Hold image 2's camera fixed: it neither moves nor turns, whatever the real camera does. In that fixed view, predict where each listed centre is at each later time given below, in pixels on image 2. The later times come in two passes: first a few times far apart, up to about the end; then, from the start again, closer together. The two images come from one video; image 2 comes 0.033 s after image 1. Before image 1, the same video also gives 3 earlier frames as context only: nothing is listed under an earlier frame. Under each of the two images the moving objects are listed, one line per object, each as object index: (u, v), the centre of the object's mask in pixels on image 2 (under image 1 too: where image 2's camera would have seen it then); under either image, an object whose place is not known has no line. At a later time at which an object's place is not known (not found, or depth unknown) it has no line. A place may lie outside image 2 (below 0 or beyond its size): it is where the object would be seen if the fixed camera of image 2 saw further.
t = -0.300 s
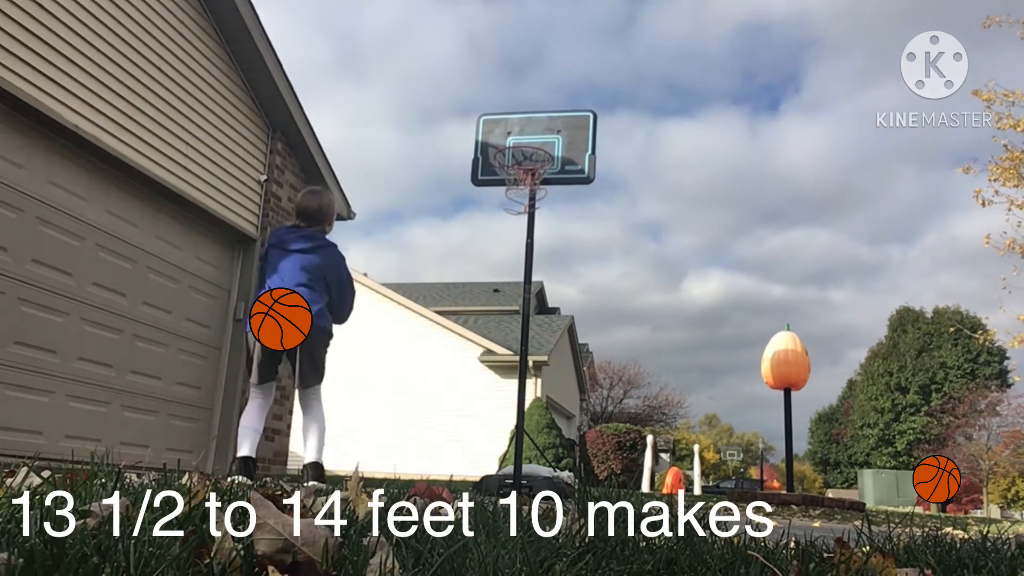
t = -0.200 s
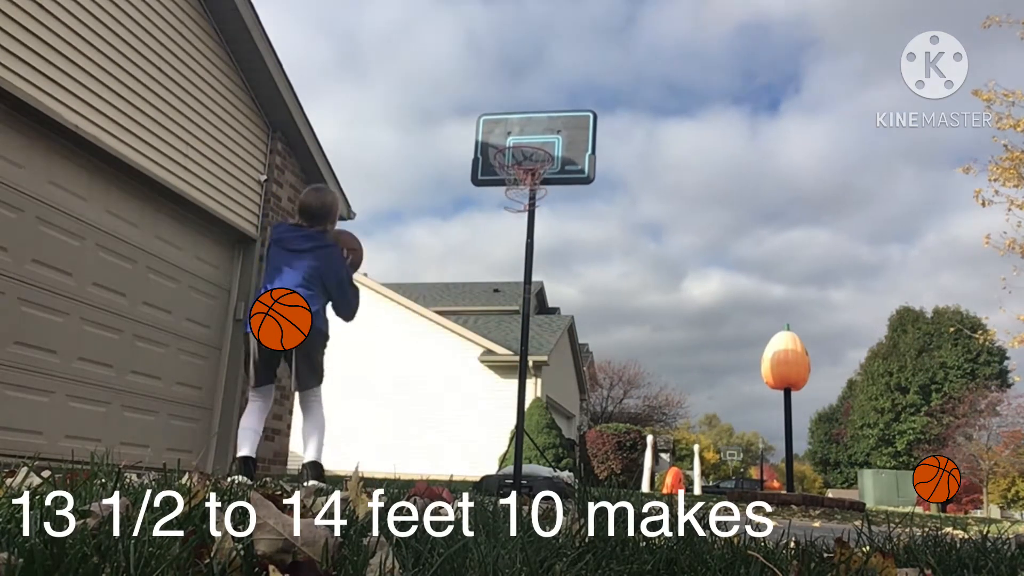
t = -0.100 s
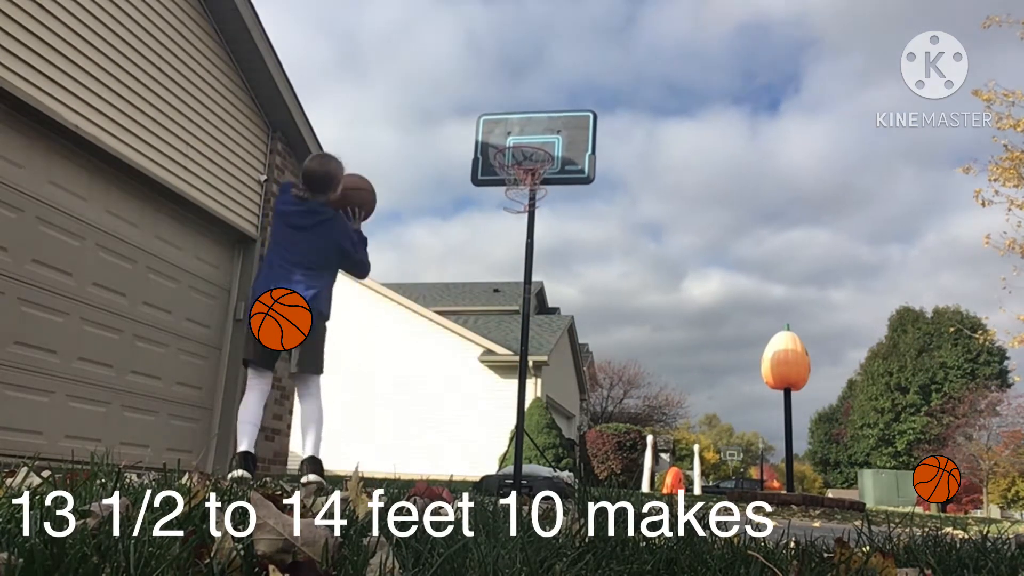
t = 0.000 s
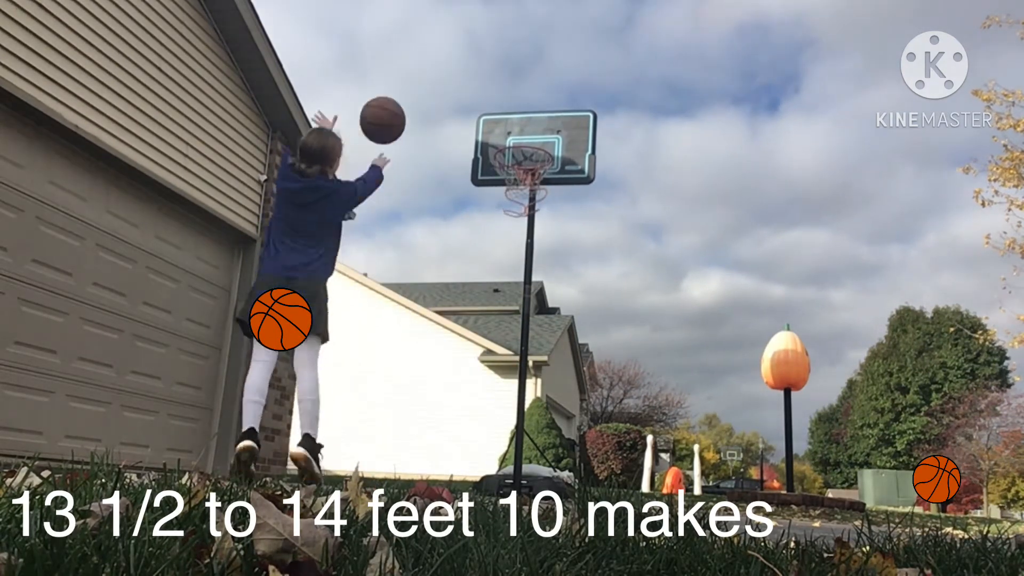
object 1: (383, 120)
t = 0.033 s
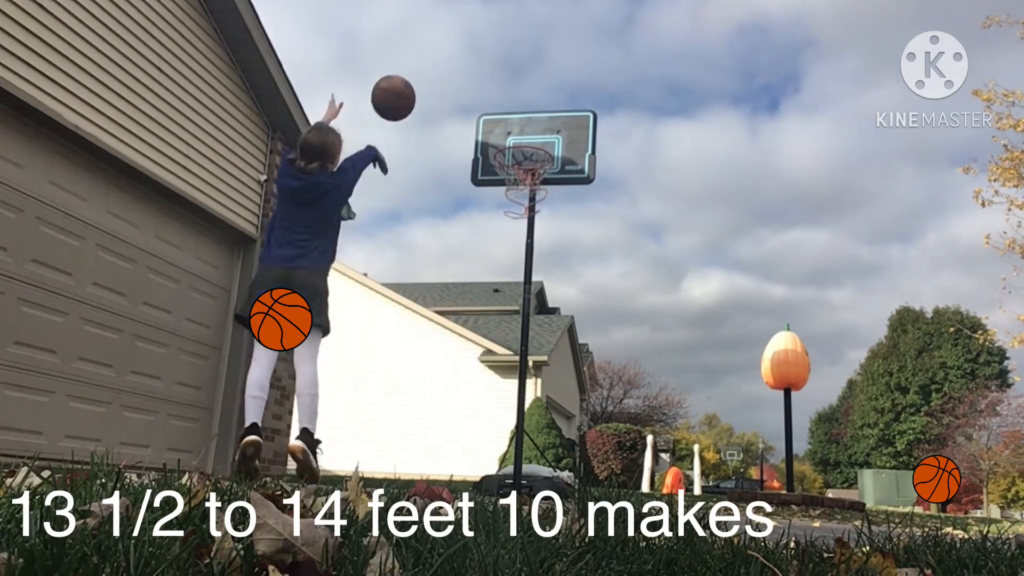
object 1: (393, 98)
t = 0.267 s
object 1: (449, 19)
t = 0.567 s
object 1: (491, 43)
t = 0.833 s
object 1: (514, 135)
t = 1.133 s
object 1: (524, 165)
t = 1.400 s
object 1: (504, 219)
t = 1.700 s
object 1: (486, 354)
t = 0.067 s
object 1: (403, 79)
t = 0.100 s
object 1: (412, 63)
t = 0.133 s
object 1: (421, 49)
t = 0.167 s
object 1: (429, 38)
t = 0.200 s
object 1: (436, 30)
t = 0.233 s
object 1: (443, 23)
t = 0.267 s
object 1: (449, 19)
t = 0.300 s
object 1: (455, 17)
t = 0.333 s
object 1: (460, 16)
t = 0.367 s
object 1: (466, 16)
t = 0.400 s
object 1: (470, 17)
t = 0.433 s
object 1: (475, 19)
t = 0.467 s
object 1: (479, 24)
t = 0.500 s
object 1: (484, 29)
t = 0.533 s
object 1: (488, 36)
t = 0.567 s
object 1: (491, 43)
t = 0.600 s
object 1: (495, 51)
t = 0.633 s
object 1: (498, 61)
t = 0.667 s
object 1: (501, 72)
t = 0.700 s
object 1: (504, 84)
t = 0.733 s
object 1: (507, 96)
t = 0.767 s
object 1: (510, 109)
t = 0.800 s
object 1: (512, 123)
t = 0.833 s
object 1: (514, 135)
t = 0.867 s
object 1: (517, 137)
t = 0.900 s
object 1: (519, 139)
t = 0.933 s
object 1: (521, 143)
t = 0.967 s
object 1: (523, 148)
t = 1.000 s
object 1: (525, 156)
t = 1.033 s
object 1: (524, 160)
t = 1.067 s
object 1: (525, 163)
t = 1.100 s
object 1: (522, 161)
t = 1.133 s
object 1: (524, 165)
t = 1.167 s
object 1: (515, 182)
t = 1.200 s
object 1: (514, 187)
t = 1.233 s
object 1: (512, 189)
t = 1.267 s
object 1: (511, 193)
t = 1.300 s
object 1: (508, 195)
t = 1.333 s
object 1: (507, 204)
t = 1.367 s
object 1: (505, 211)
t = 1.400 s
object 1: (504, 219)
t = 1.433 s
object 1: (502, 229)
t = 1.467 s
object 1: (500, 239)
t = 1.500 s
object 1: (499, 251)
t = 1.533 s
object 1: (497, 265)
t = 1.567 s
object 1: (495, 280)
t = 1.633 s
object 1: (490, 314)
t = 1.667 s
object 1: (488, 334)
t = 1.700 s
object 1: (486, 354)
